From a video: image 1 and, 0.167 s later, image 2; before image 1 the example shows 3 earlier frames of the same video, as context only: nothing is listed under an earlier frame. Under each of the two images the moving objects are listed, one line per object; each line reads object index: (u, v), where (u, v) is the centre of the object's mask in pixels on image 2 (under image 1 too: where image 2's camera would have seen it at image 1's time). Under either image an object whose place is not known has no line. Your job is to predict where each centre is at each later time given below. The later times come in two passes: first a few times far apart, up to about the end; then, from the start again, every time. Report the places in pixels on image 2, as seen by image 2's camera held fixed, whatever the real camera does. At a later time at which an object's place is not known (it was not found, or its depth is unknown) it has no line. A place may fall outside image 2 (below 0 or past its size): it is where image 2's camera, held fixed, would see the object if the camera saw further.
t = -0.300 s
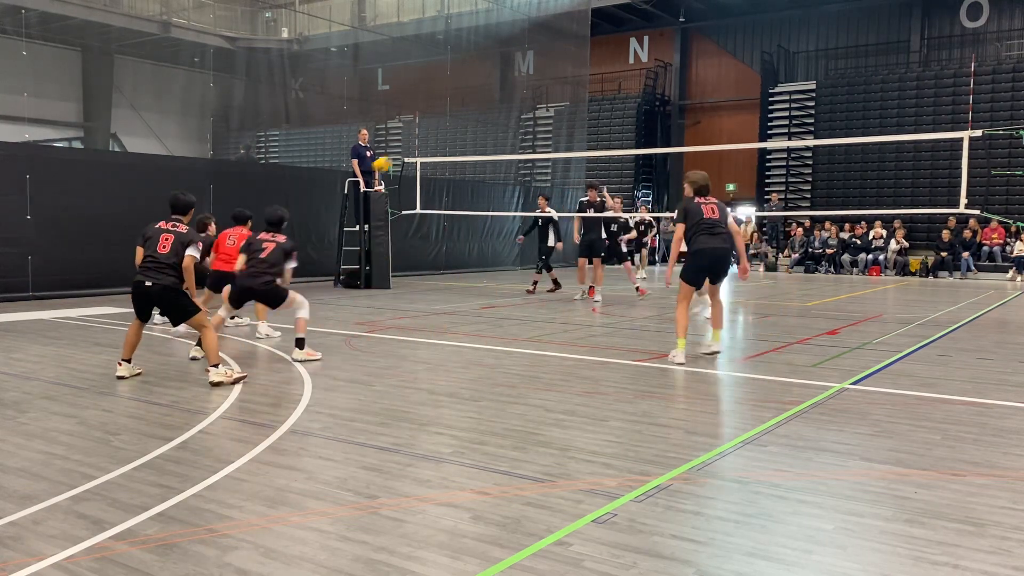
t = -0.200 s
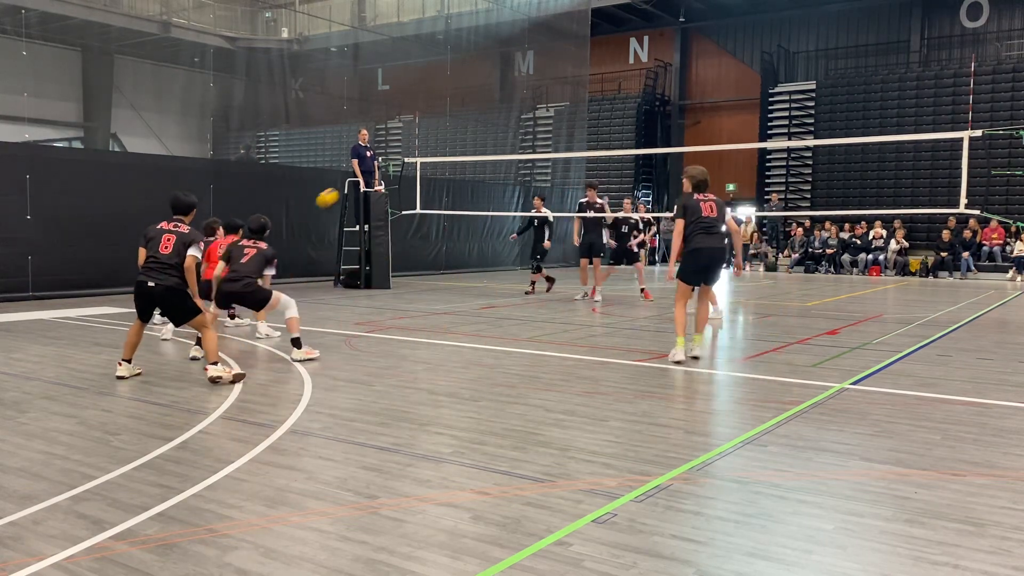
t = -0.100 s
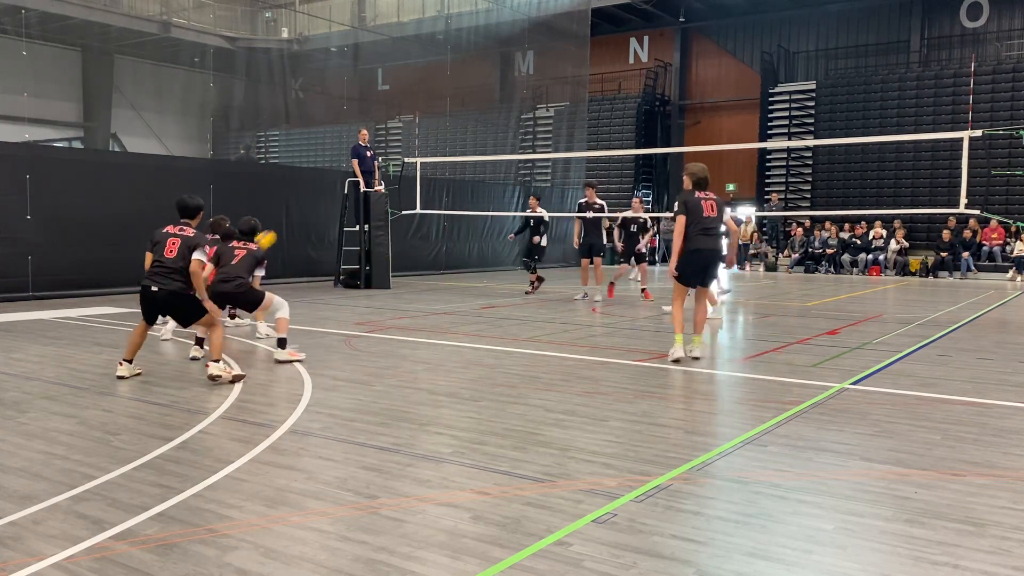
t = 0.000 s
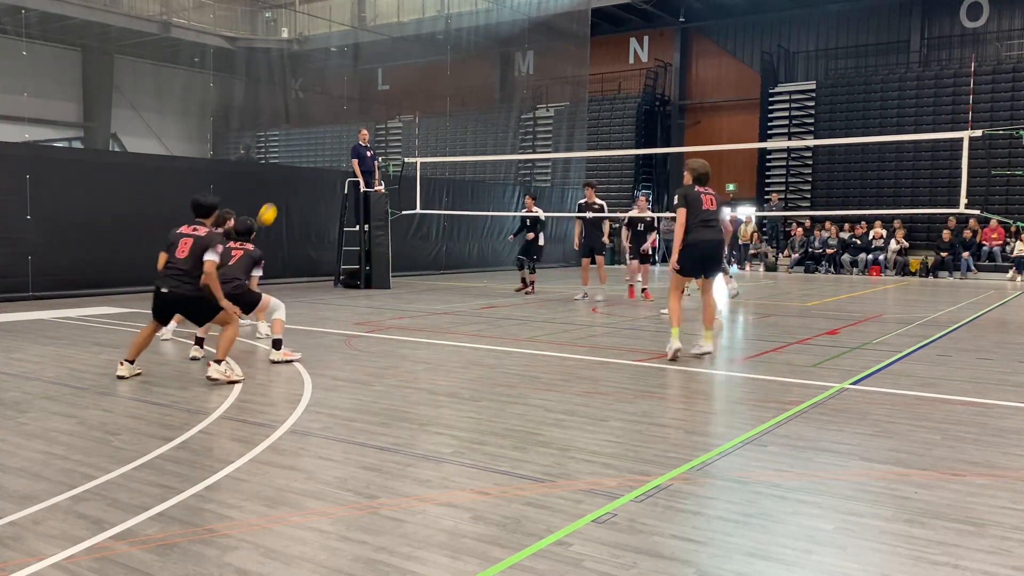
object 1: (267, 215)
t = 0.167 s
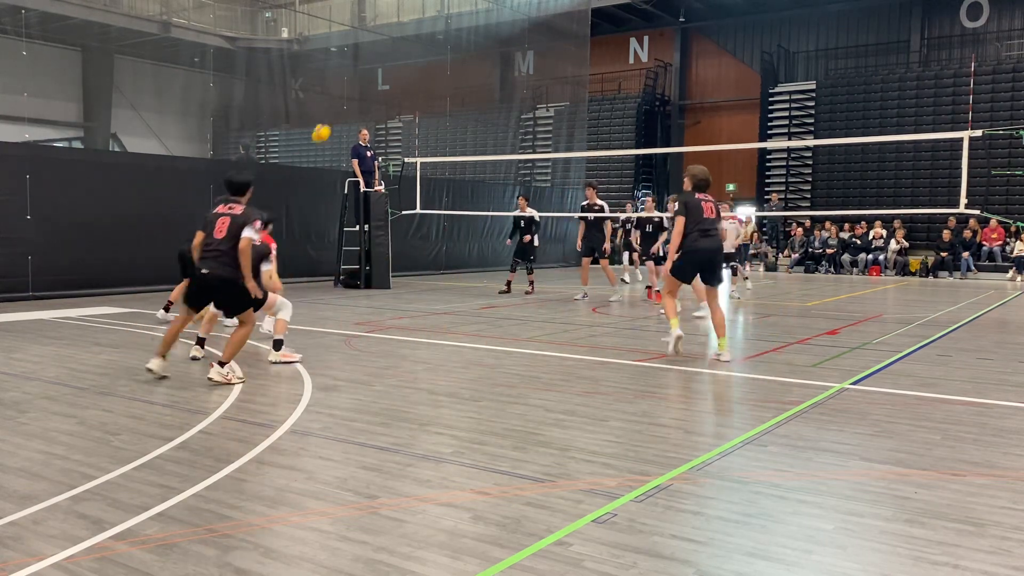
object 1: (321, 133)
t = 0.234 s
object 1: (340, 109)
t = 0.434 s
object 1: (395, 59)
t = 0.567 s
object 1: (428, 42)
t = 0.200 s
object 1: (331, 120)
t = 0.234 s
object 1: (340, 109)
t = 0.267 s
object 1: (350, 98)
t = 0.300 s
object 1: (359, 88)
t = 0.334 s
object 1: (369, 80)
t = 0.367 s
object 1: (377, 72)
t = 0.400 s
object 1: (386, 64)
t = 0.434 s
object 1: (395, 59)
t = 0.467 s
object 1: (404, 54)
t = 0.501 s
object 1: (412, 48)
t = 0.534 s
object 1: (420, 45)
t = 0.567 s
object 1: (428, 42)
